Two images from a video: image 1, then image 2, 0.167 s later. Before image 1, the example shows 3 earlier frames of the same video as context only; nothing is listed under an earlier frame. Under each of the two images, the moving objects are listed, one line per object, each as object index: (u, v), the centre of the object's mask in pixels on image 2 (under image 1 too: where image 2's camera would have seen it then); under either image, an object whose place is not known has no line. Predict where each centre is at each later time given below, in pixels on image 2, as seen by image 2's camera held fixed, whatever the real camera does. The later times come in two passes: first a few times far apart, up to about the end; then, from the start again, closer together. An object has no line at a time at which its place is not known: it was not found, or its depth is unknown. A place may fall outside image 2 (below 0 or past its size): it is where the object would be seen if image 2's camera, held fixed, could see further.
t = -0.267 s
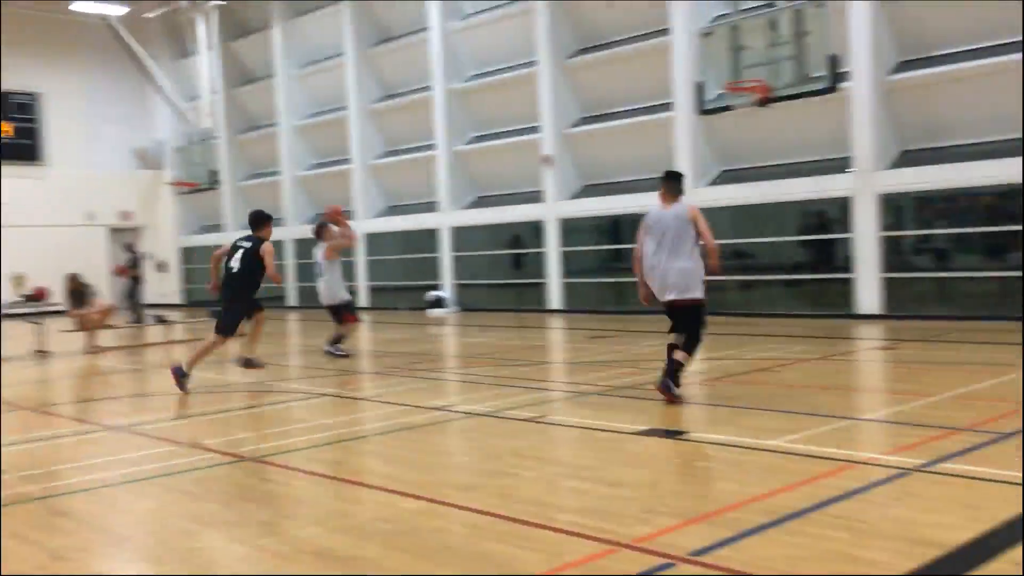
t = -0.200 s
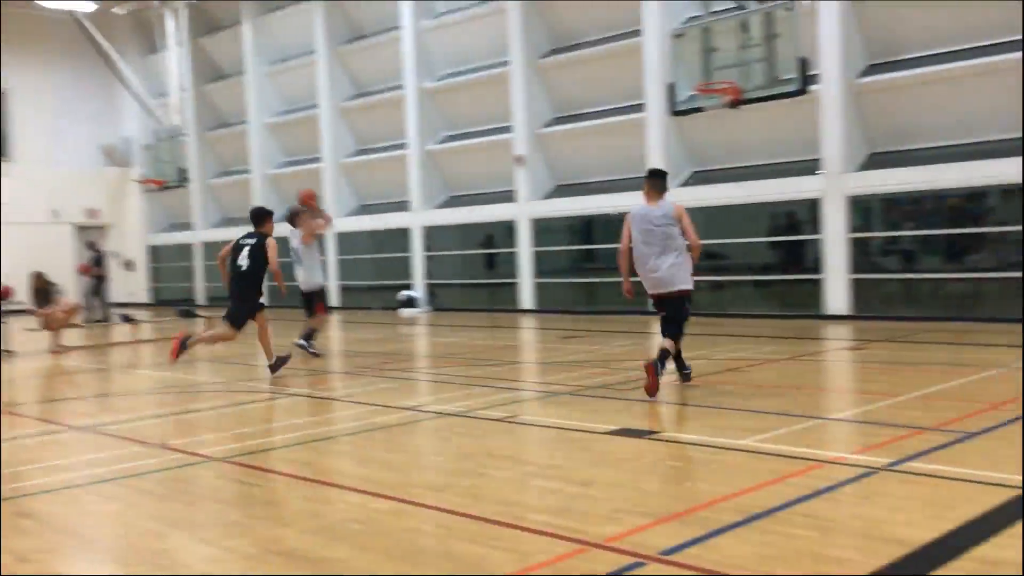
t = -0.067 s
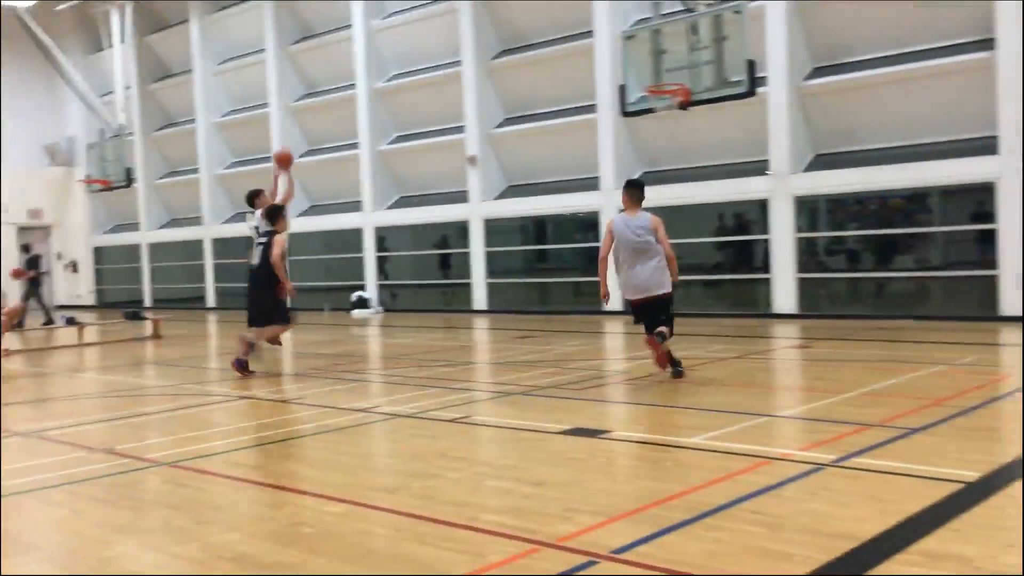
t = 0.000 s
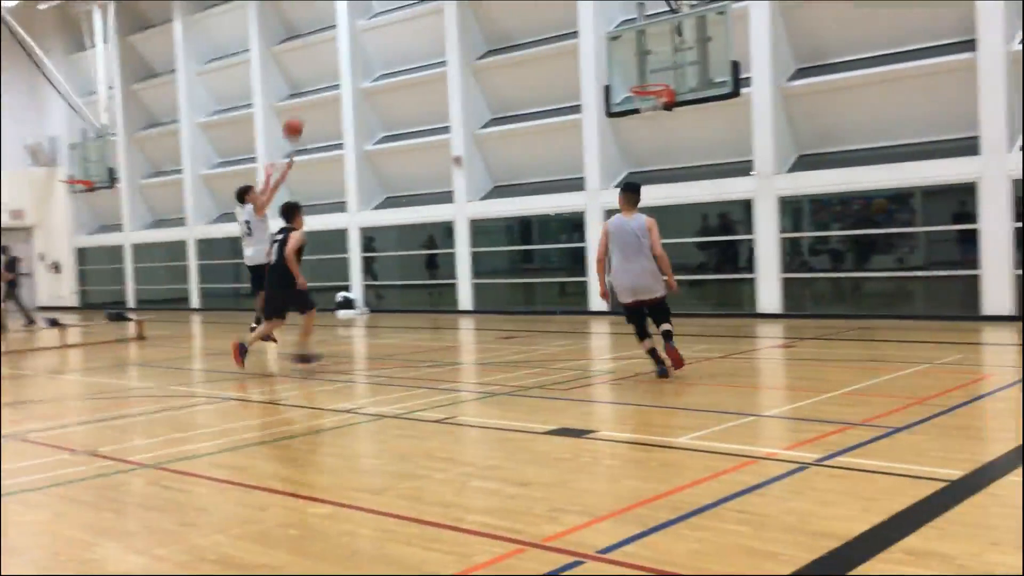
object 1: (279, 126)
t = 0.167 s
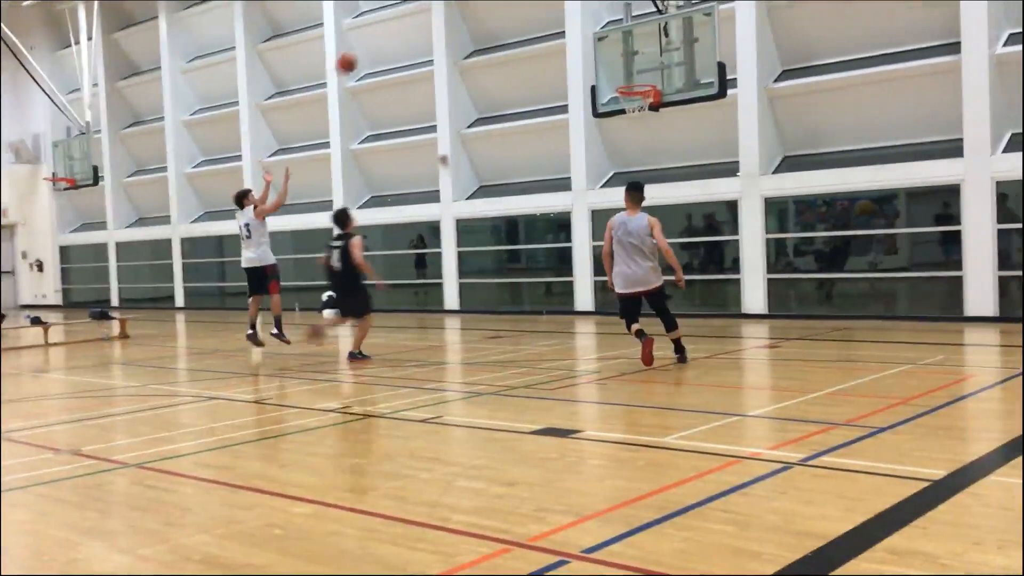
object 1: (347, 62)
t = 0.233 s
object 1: (373, 43)
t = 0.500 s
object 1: (478, 6)
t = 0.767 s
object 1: (580, 25)
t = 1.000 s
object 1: (644, 78)
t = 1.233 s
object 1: (578, 69)
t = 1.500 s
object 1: (498, 111)
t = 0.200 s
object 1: (360, 52)
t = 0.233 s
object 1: (373, 43)
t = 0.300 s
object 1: (399, 29)
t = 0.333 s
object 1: (412, 23)
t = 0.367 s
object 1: (425, 17)
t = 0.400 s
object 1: (438, 13)
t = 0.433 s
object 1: (452, 10)
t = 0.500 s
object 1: (478, 6)
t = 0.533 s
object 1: (492, 6)
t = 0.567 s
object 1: (505, 6)
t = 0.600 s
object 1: (518, 7)
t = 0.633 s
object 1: (530, 8)
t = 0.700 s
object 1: (555, 16)
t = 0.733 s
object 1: (568, 20)
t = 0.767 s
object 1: (580, 25)
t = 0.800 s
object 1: (594, 32)
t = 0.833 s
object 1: (606, 39)
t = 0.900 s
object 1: (632, 56)
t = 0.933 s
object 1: (643, 65)
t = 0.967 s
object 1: (644, 71)
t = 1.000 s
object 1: (644, 78)
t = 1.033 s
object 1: (638, 77)
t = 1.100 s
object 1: (618, 72)
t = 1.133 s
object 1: (608, 70)
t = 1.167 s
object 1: (599, 68)
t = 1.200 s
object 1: (588, 69)
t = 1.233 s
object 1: (578, 69)
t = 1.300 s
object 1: (558, 74)
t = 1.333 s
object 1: (549, 77)
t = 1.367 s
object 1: (539, 82)
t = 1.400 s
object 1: (529, 88)
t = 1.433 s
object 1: (519, 94)
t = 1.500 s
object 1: (498, 111)
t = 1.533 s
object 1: (489, 120)
